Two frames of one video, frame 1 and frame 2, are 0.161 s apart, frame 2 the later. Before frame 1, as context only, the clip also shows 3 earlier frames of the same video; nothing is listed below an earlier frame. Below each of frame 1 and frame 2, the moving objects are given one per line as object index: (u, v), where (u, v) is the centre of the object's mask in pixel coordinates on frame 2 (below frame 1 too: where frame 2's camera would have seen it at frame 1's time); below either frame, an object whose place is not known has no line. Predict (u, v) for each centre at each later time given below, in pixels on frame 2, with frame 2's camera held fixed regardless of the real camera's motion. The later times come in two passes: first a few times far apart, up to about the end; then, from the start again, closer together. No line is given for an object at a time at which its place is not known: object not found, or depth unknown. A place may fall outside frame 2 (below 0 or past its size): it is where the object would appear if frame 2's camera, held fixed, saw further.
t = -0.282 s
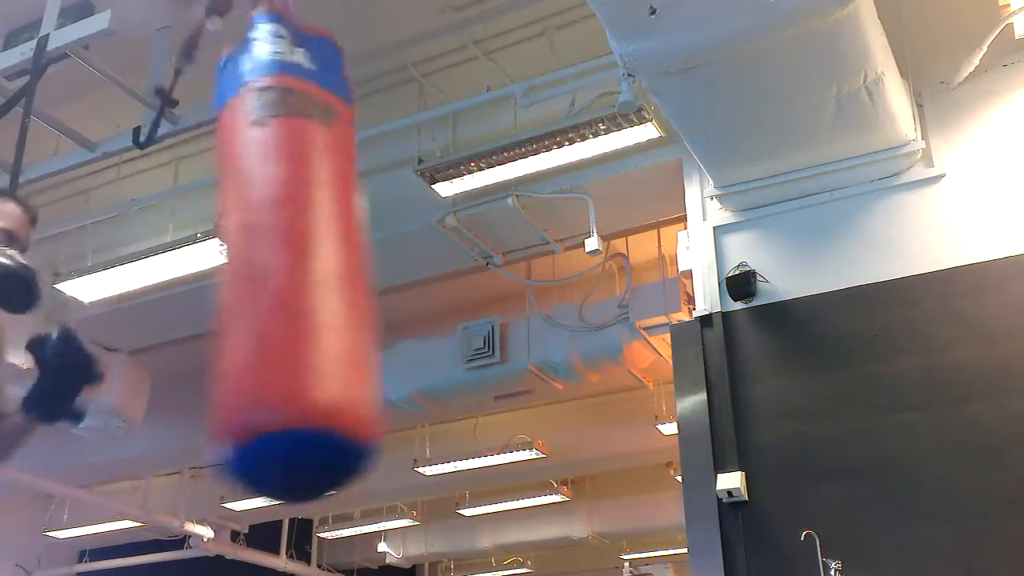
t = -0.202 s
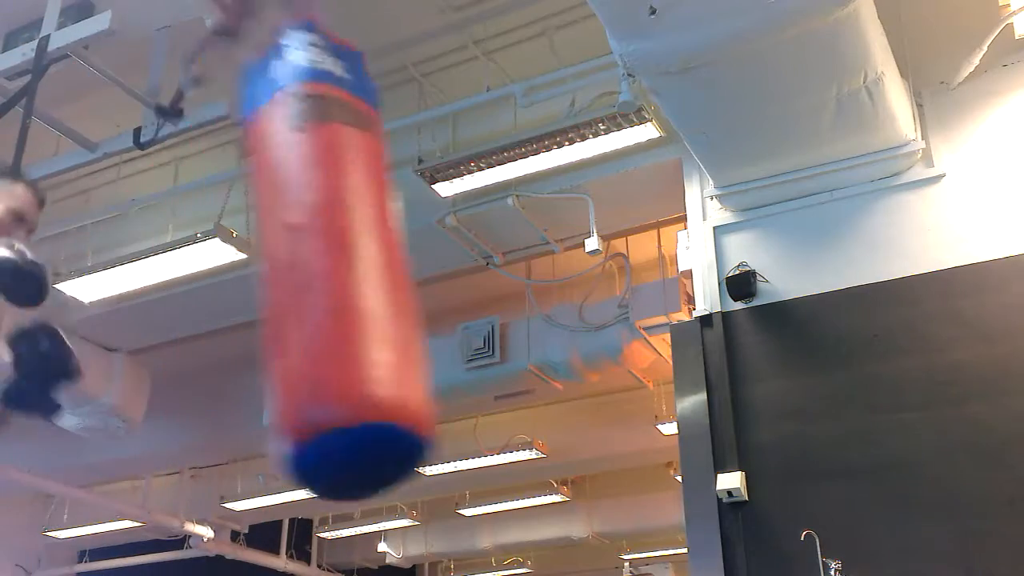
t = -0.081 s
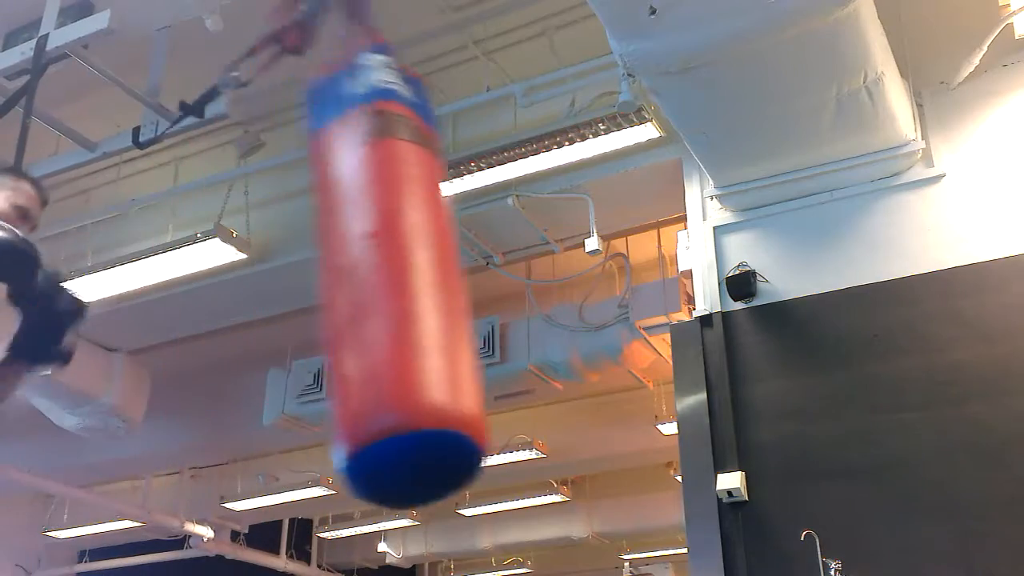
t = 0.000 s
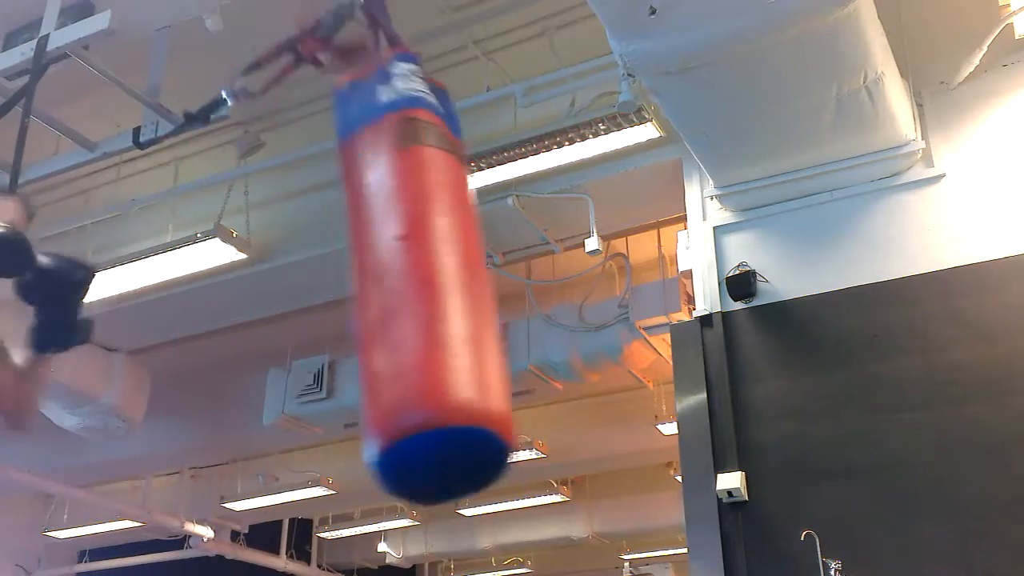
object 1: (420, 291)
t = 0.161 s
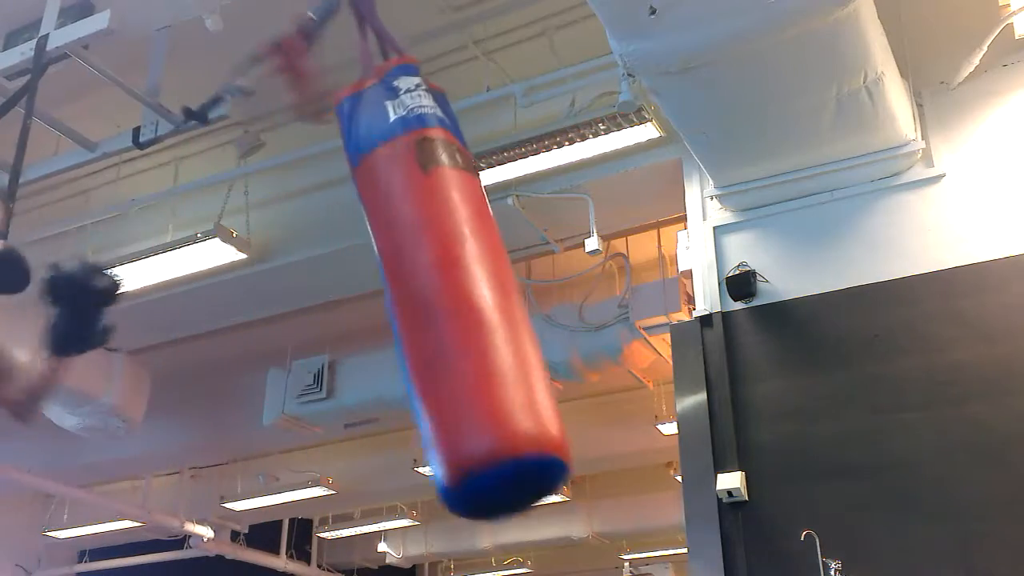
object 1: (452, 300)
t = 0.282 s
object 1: (456, 305)
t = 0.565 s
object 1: (418, 336)
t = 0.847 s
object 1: (332, 341)
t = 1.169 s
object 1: (218, 333)
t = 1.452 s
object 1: (139, 304)
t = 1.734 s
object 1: (122, 254)
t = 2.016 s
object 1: (165, 250)
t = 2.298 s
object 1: (280, 261)
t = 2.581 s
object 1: (371, 302)
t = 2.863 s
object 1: (404, 335)
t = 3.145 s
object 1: (388, 347)
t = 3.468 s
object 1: (338, 351)
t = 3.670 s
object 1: (294, 348)
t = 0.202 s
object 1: (455, 302)
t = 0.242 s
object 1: (456, 304)
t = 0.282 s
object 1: (456, 305)
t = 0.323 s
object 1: (454, 308)
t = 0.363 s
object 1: (451, 311)
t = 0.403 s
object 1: (446, 324)
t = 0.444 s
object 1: (443, 328)
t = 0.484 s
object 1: (435, 331)
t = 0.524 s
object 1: (427, 333)
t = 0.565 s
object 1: (418, 336)
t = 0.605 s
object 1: (408, 340)
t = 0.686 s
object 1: (385, 341)
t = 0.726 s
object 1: (370, 341)
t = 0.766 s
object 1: (356, 342)
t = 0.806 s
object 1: (343, 341)
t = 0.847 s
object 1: (332, 341)
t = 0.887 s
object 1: (320, 342)
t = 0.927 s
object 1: (305, 345)
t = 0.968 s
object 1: (290, 345)
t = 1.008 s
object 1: (278, 349)
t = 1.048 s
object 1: (264, 345)
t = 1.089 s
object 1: (247, 342)
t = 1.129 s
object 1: (232, 338)
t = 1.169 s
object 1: (218, 333)
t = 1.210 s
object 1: (207, 329)
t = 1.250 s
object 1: (193, 325)
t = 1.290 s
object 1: (180, 319)
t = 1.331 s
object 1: (166, 317)
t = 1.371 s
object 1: (155, 315)
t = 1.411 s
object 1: (146, 311)
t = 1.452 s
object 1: (139, 304)
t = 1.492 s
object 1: (135, 294)
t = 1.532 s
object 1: (130, 287)
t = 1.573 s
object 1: (128, 278)
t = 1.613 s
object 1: (124, 270)
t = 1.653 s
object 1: (123, 263)
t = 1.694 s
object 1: (121, 258)
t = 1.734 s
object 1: (122, 254)
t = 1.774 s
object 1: (123, 250)
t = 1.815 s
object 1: (126, 247)
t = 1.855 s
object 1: (128, 245)
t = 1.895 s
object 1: (134, 245)
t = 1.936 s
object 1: (141, 246)
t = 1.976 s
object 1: (154, 248)
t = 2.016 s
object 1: (165, 250)
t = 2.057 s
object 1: (180, 249)
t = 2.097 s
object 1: (194, 248)
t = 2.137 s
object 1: (211, 248)
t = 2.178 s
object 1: (231, 252)
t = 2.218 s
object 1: (249, 253)
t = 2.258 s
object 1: (266, 257)
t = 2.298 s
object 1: (280, 261)
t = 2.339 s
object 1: (295, 266)
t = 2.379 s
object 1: (310, 272)
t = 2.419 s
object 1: (325, 278)
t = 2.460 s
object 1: (341, 285)
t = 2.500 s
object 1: (354, 290)
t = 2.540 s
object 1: (362, 296)
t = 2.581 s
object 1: (371, 302)
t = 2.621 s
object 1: (379, 307)
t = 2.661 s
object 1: (388, 313)
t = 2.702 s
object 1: (392, 318)
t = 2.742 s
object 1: (396, 322)
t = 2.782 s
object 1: (400, 328)
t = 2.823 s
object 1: (402, 332)
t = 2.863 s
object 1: (404, 335)
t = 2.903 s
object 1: (403, 337)
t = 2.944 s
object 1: (403, 340)
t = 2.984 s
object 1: (403, 342)
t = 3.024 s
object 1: (400, 343)
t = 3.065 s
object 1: (397, 344)
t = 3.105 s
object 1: (392, 346)
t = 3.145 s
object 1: (388, 347)
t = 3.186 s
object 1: (385, 348)
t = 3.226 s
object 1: (379, 349)
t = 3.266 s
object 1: (374, 350)
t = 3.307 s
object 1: (366, 351)
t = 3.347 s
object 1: (361, 351)
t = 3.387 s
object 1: (354, 351)
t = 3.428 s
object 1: (344, 351)
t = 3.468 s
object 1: (338, 351)
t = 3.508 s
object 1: (330, 351)
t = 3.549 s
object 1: (322, 350)
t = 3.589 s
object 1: (311, 349)
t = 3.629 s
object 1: (301, 349)
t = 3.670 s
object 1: (294, 348)
